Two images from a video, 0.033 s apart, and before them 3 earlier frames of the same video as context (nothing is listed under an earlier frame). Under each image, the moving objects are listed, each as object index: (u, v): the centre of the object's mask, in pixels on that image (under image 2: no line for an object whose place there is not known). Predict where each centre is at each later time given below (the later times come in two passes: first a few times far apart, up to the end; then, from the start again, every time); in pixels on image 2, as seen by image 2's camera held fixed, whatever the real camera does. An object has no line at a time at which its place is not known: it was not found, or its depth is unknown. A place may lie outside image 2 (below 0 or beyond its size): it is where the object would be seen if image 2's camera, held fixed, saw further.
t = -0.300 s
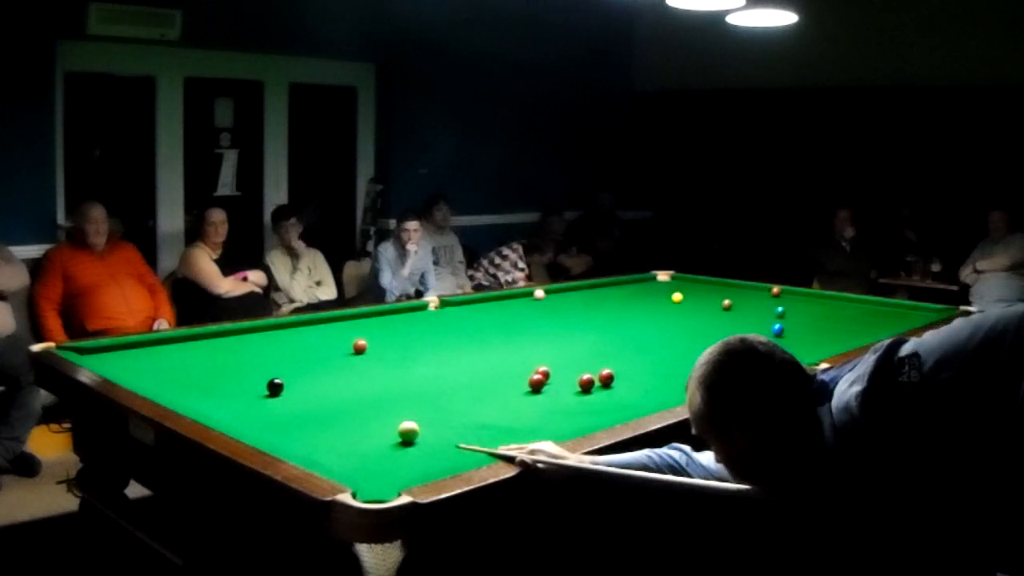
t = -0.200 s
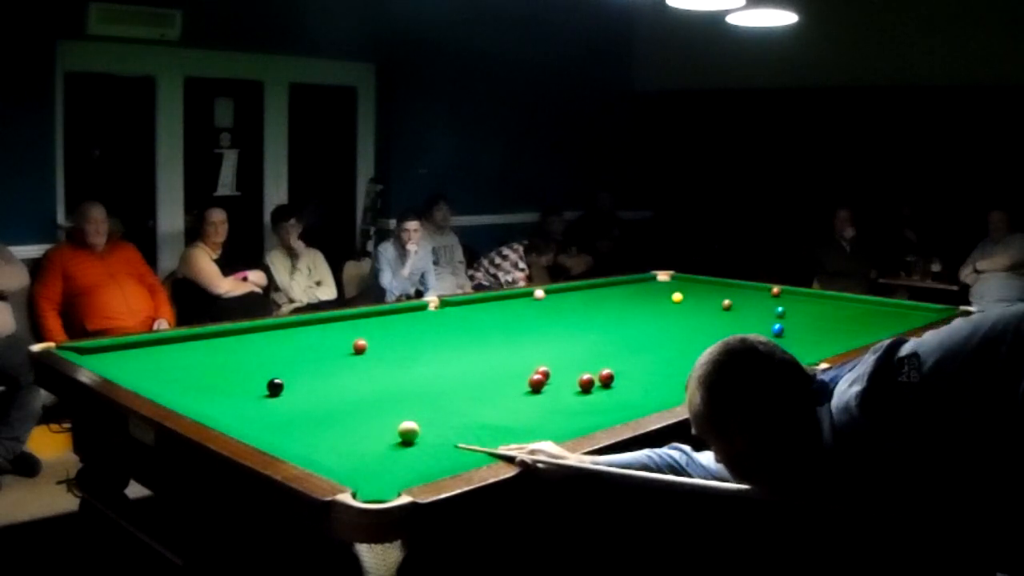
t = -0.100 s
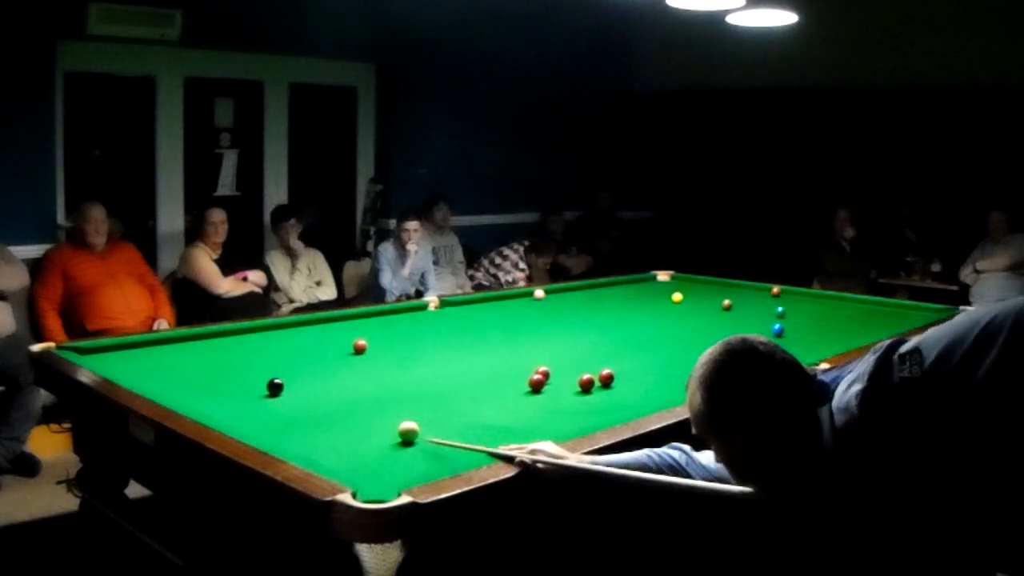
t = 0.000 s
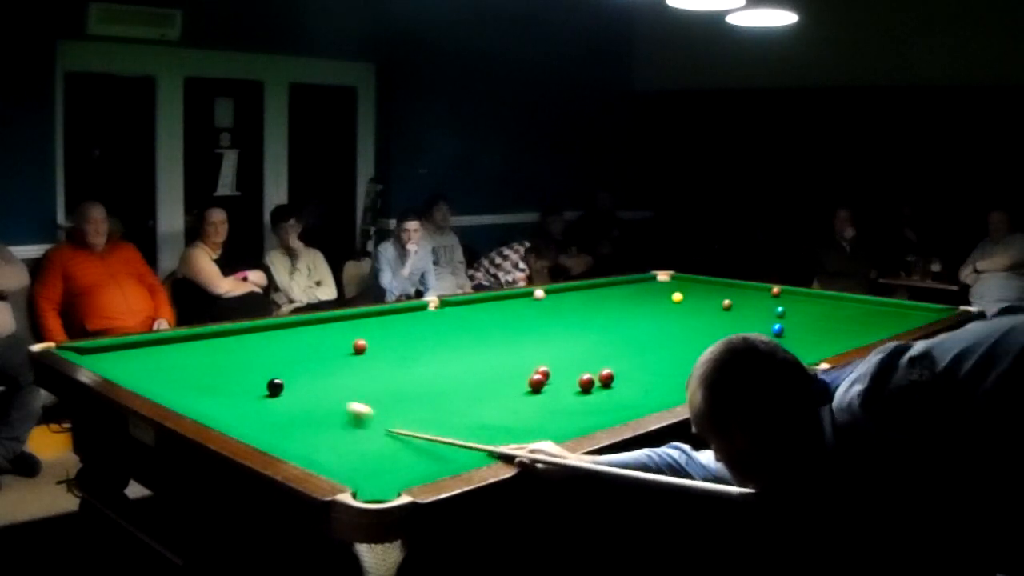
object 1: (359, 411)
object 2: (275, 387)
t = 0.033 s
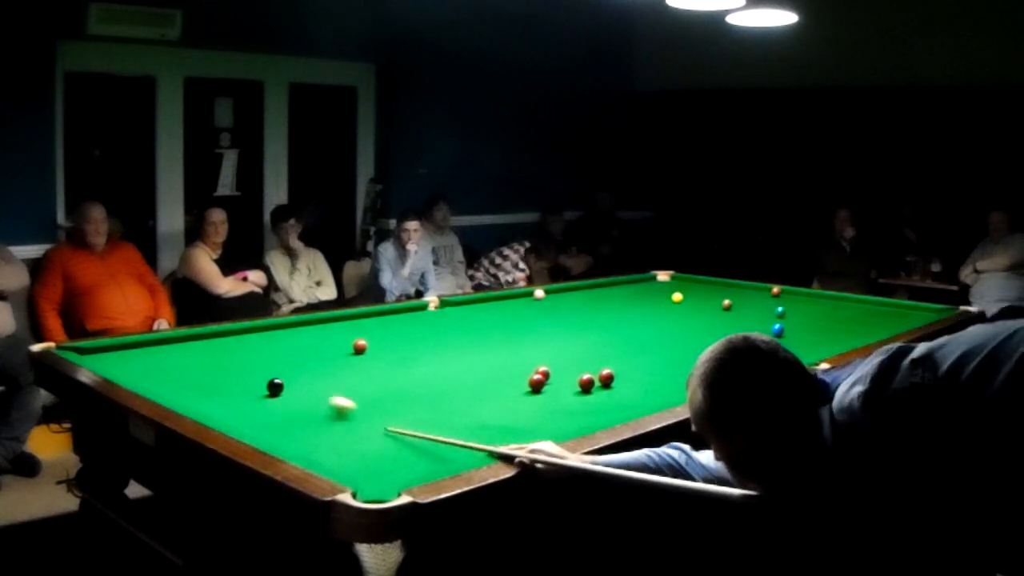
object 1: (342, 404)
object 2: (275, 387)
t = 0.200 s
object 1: (296, 385)
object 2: (253, 383)
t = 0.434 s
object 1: (321, 379)
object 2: (165, 368)
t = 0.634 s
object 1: (341, 375)
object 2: (107, 359)
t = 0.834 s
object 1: (359, 371)
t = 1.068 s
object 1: (378, 366)
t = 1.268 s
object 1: (394, 363)
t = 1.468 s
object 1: (408, 360)
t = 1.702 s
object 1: (422, 356)
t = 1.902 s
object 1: (433, 354)
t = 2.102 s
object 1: (443, 352)
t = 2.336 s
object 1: (454, 349)
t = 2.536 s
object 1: (461, 347)
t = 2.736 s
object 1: (468, 346)
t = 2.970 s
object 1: (476, 344)
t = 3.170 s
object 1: (482, 343)
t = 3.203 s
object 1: (483, 343)
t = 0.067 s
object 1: (326, 399)
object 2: (275, 387)
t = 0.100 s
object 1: (311, 394)
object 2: (275, 387)
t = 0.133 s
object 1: (298, 389)
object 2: (275, 387)
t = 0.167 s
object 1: (291, 387)
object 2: (268, 385)
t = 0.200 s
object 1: (296, 385)
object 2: (253, 383)
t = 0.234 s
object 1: (300, 384)
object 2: (237, 381)
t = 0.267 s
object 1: (303, 383)
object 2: (224, 378)
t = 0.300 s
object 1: (307, 382)
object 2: (211, 376)
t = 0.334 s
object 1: (311, 381)
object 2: (198, 374)
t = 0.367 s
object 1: (314, 380)
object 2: (186, 372)
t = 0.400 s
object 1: (318, 380)
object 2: (175, 370)
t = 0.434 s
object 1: (321, 379)
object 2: (165, 368)
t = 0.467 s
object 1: (325, 378)
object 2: (155, 367)
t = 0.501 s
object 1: (328, 377)
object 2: (145, 365)
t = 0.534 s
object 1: (331, 377)
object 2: (135, 364)
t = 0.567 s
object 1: (334, 376)
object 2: (125, 362)
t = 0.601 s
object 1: (338, 375)
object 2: (116, 360)
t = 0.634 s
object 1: (341, 375)
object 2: (107, 359)
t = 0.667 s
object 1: (344, 374)
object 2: (98, 356)
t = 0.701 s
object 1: (347, 373)
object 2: (90, 353)
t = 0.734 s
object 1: (350, 372)
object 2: (82, 351)
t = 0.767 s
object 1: (353, 372)
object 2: (74, 349)
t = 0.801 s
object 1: (356, 371)
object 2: (66, 348)
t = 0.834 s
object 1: (359, 371)
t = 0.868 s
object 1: (362, 370)
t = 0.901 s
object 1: (365, 369)
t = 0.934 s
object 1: (367, 369)
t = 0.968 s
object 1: (370, 368)
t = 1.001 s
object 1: (373, 368)
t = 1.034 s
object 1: (376, 367)
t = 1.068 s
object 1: (378, 366)
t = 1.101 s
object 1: (381, 366)
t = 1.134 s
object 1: (384, 365)
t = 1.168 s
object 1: (386, 365)
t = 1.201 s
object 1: (389, 364)
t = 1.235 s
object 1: (392, 363)
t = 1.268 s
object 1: (394, 363)
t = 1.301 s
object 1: (396, 362)
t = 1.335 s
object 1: (399, 362)
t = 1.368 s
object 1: (401, 361)
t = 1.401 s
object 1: (403, 361)
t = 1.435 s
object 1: (406, 360)
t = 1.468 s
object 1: (408, 360)
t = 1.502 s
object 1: (410, 359)
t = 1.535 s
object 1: (412, 359)
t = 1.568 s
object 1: (414, 358)
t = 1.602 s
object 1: (416, 358)
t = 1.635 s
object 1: (418, 357)
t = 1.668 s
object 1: (420, 357)
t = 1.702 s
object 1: (422, 356)
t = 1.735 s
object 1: (424, 356)
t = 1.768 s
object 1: (426, 356)
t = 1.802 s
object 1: (428, 355)
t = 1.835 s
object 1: (430, 355)
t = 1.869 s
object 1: (431, 354)
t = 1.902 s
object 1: (433, 354)
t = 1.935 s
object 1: (435, 353)
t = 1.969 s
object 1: (437, 353)
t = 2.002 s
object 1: (438, 353)
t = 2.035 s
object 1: (440, 352)
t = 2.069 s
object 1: (442, 352)
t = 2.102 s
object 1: (443, 352)
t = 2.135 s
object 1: (445, 351)
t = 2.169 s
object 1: (446, 351)
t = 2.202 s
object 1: (448, 350)
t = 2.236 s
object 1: (449, 350)
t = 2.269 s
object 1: (451, 350)
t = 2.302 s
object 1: (452, 349)
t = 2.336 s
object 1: (454, 349)
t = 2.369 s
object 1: (455, 349)
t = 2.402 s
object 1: (456, 349)
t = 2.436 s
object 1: (457, 348)
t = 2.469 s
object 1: (459, 348)
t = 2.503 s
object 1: (460, 347)
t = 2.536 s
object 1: (461, 347)
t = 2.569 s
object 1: (463, 347)
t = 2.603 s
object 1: (464, 346)
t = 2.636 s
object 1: (465, 346)
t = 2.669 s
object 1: (466, 346)
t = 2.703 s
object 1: (467, 346)
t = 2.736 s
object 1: (468, 346)
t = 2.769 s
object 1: (470, 345)
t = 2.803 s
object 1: (471, 345)
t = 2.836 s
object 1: (472, 345)
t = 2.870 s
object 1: (473, 345)
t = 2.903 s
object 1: (474, 345)
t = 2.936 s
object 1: (475, 345)
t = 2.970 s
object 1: (476, 344)
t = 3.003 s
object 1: (477, 344)
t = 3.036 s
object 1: (478, 344)
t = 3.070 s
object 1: (479, 344)
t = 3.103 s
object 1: (480, 343)
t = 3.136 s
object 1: (481, 343)
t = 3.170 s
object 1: (482, 343)
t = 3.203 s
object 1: (483, 343)
